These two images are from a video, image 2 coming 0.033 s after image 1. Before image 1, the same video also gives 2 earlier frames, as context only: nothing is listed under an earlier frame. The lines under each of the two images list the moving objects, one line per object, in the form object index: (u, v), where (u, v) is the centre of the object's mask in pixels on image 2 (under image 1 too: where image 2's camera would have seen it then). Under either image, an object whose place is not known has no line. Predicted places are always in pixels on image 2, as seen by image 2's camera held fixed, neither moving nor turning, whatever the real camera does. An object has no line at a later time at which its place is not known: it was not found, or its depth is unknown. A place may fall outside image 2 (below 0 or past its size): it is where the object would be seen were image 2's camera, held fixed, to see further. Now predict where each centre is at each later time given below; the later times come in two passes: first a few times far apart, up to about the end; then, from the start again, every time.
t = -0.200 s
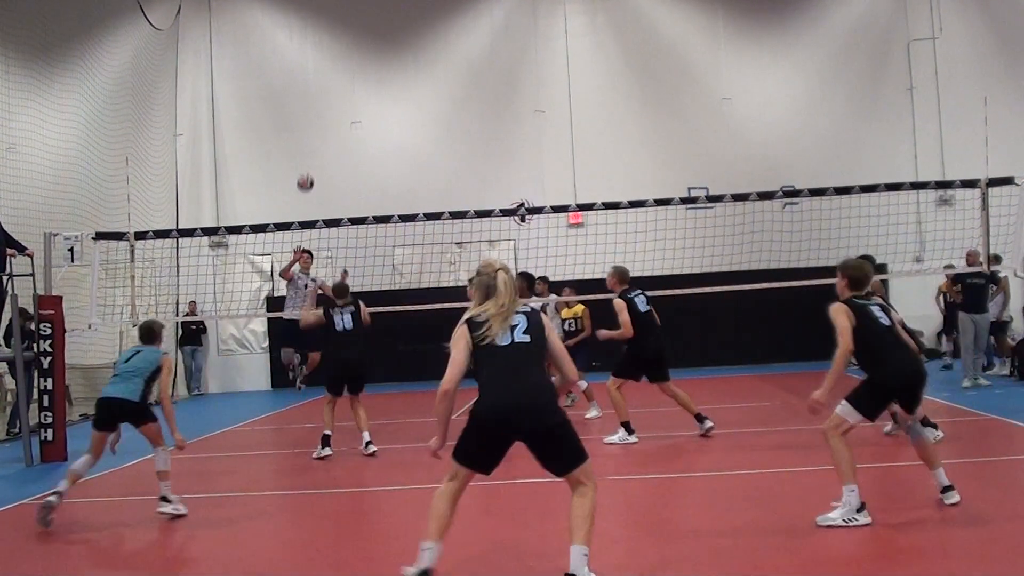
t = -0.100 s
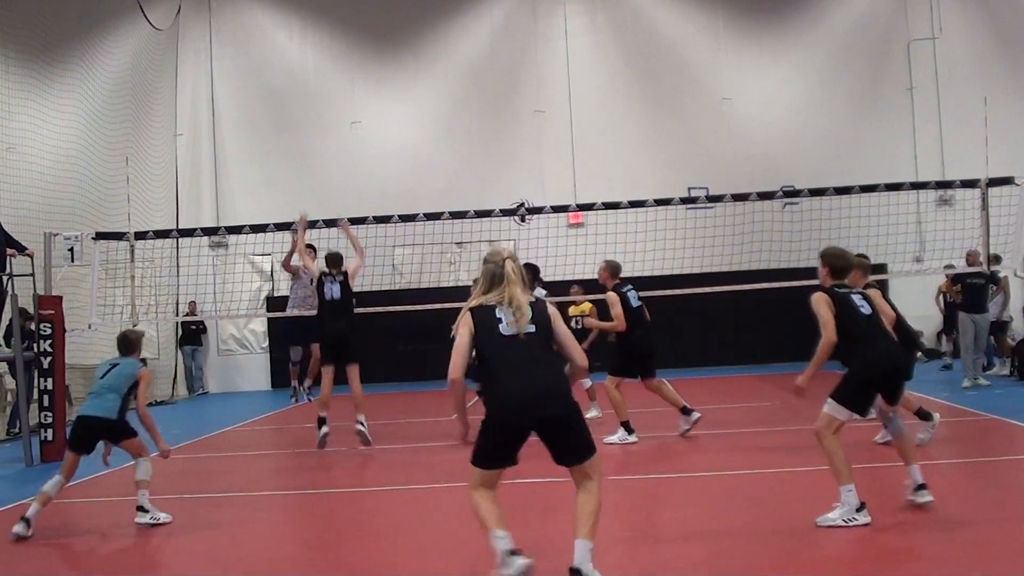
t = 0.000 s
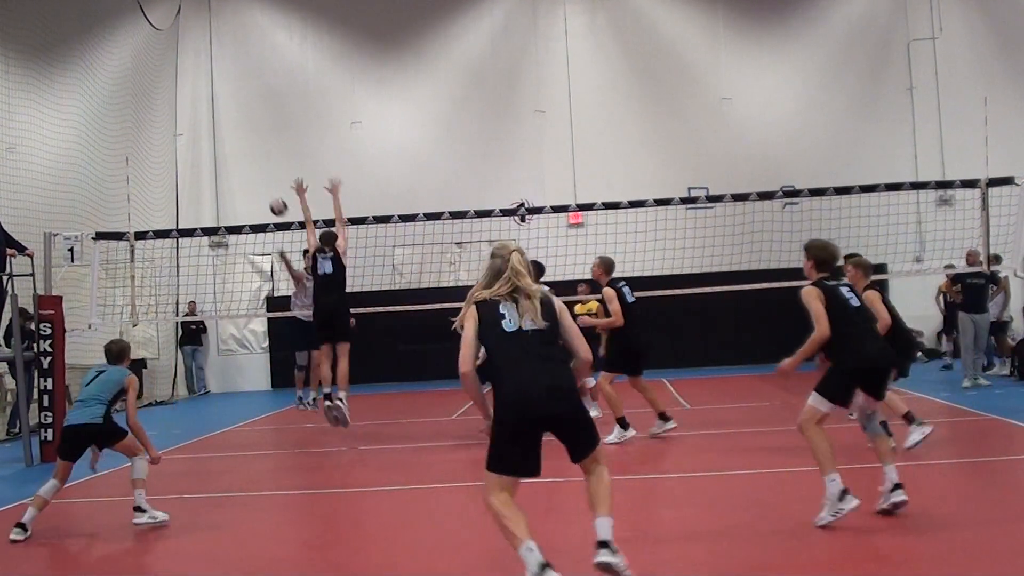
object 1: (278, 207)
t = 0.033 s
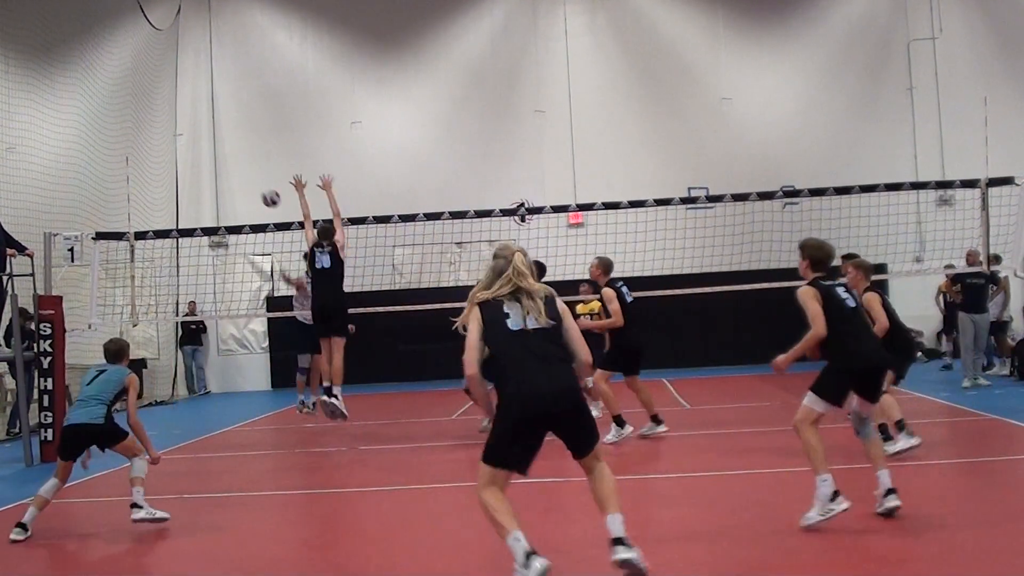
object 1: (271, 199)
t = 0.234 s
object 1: (220, 159)
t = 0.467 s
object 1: (147, 155)
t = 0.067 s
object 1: (263, 190)
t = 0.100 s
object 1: (255, 182)
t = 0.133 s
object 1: (246, 176)
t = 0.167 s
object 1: (237, 168)
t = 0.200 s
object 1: (229, 163)
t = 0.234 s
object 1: (220, 159)
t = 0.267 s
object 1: (210, 155)
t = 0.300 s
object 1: (201, 152)
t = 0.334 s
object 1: (190, 150)
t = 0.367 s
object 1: (180, 149)
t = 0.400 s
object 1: (170, 151)
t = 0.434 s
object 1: (159, 152)
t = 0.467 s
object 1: (147, 155)
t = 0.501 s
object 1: (135, 159)
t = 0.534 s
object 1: (123, 166)
